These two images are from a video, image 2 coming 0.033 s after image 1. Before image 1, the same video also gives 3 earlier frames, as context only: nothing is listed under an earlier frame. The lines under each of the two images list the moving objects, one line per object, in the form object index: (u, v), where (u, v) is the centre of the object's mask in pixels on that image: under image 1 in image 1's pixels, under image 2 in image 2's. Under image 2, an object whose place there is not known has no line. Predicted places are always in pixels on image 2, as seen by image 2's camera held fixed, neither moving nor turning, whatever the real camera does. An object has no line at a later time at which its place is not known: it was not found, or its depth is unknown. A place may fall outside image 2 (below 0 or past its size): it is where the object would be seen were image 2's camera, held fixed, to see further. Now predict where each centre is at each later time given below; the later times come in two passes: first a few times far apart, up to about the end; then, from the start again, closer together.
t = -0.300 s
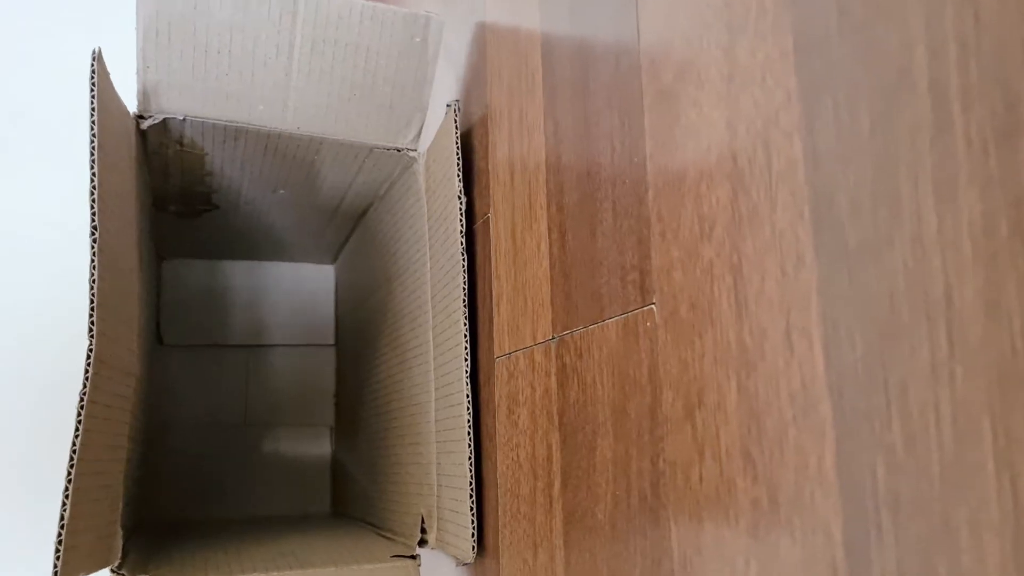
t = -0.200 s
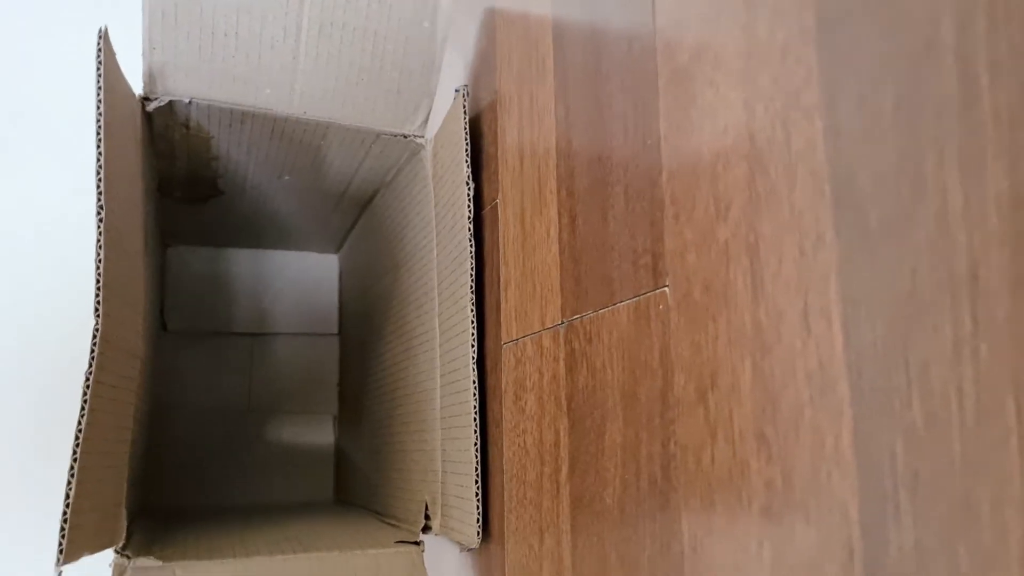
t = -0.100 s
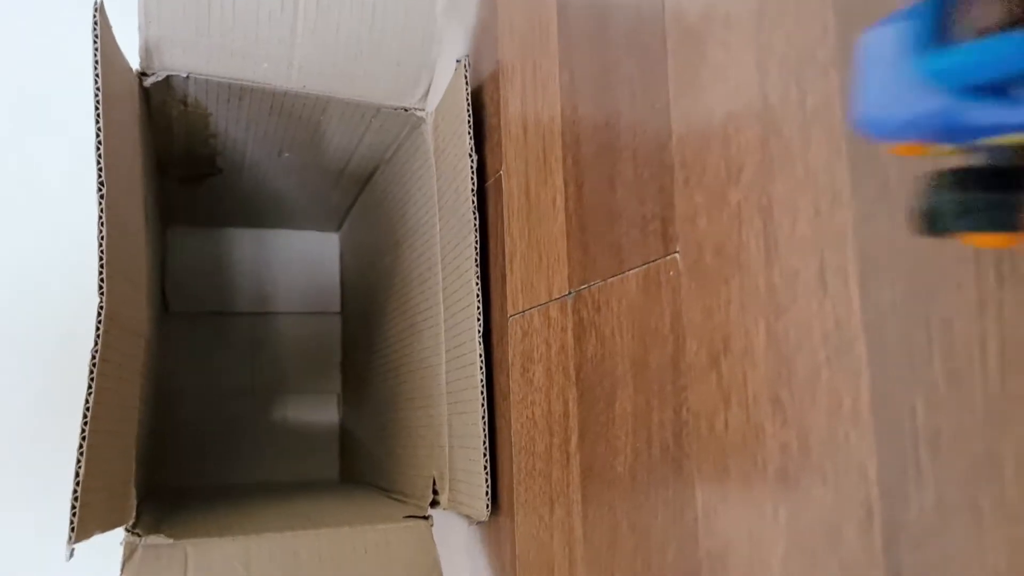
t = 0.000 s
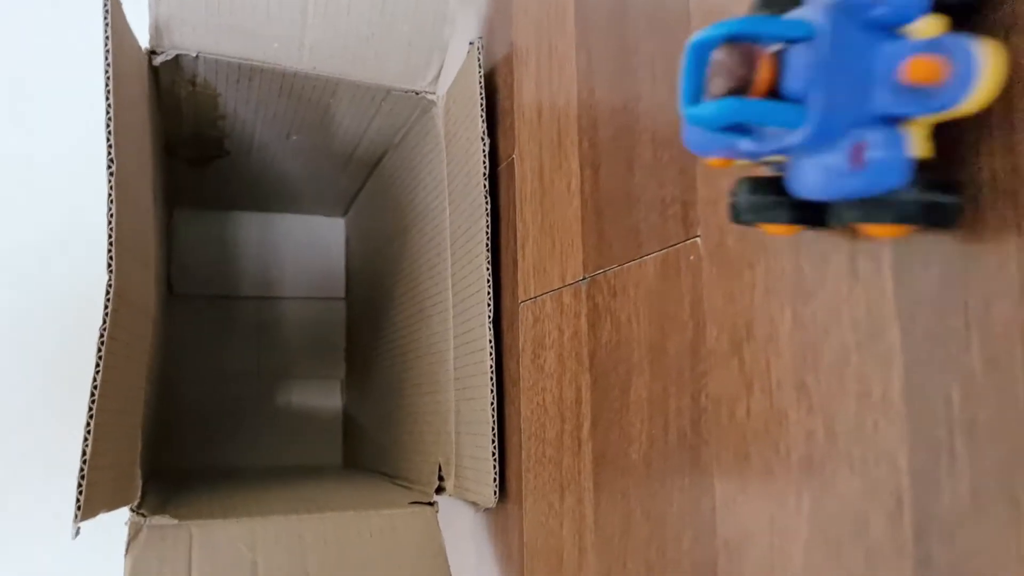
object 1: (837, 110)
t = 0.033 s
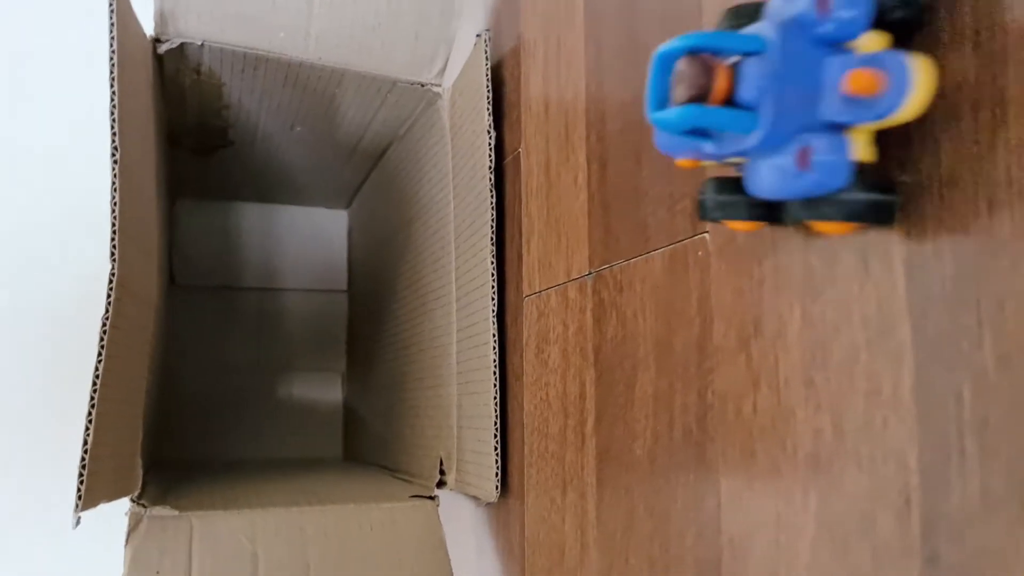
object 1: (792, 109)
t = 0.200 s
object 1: (633, 135)
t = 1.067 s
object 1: (399, 211)
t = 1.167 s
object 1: (388, 220)
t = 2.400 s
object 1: (335, 263)
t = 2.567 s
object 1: (335, 263)
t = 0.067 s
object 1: (748, 113)
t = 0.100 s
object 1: (712, 119)
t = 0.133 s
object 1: (682, 126)
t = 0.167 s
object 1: (656, 131)
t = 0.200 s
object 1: (633, 135)
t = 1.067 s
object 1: (399, 211)
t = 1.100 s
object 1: (395, 214)
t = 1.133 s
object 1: (392, 217)
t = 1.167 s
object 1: (388, 220)
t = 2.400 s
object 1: (335, 263)
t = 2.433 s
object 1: (335, 263)
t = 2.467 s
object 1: (335, 263)
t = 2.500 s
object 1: (335, 263)
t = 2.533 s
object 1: (335, 263)
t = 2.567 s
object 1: (335, 263)
